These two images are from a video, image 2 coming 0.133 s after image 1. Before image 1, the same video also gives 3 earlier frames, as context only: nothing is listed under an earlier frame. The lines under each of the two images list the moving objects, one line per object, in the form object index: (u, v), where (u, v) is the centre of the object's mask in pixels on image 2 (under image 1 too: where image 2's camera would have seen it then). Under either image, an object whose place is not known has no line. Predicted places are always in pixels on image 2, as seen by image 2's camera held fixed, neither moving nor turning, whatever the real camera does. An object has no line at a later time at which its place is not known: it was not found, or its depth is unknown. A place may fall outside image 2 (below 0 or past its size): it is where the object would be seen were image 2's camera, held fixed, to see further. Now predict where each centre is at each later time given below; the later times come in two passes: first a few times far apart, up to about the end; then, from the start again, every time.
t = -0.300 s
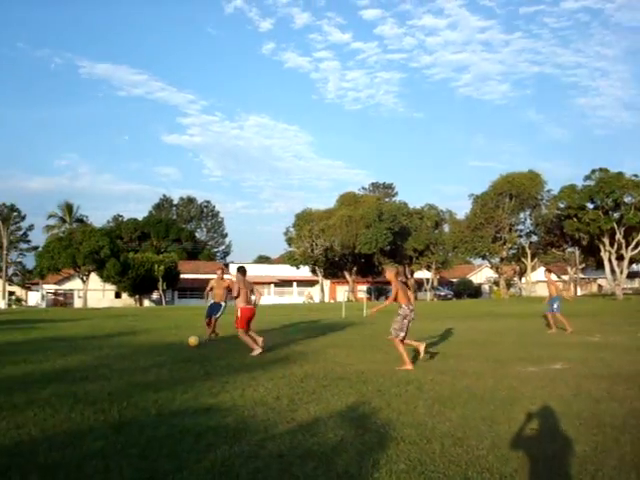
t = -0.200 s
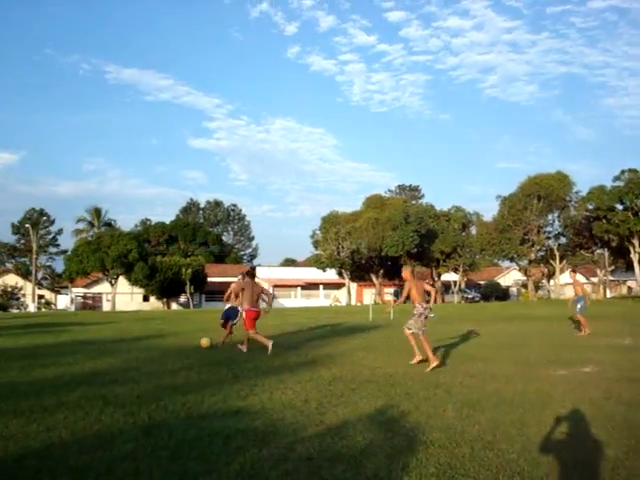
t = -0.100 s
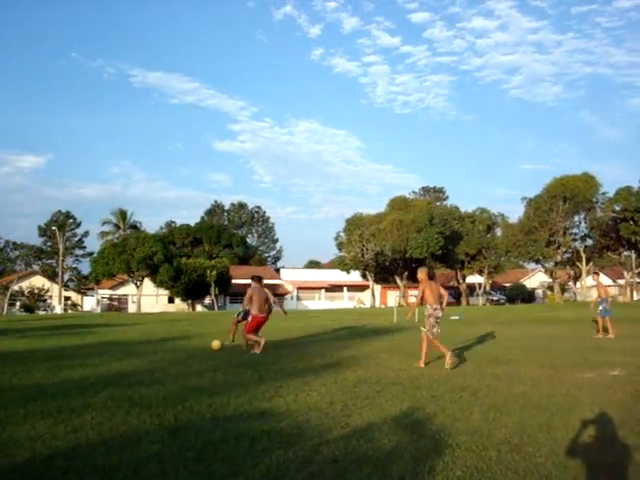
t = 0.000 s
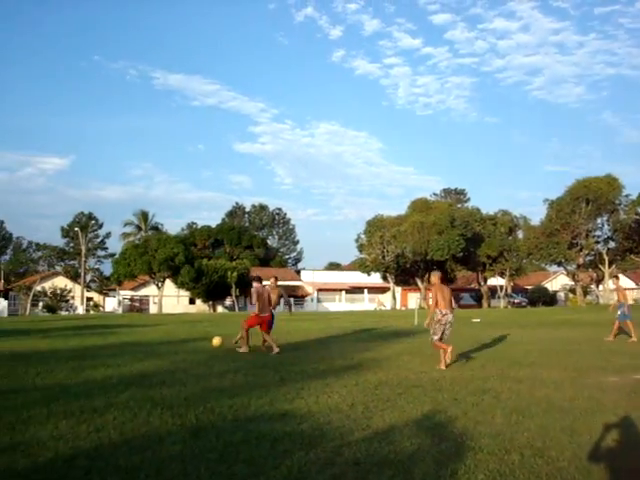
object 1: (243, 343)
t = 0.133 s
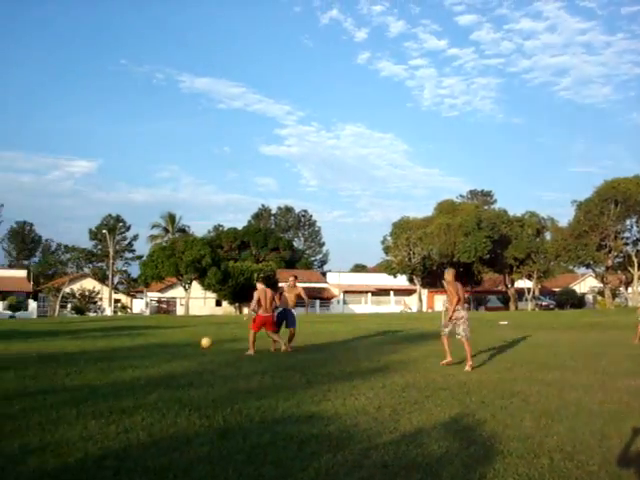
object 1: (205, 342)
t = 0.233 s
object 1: (176, 347)
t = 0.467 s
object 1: (115, 349)
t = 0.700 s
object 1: (56, 351)
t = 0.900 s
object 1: (5, 354)
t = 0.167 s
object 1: (195, 343)
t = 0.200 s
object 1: (186, 345)
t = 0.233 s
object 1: (176, 347)
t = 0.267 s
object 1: (166, 351)
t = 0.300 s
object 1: (156, 352)
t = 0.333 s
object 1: (148, 350)
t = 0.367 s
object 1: (140, 349)
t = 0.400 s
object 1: (132, 348)
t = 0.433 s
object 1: (123, 349)
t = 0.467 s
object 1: (115, 349)
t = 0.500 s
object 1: (107, 350)
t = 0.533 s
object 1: (99, 352)
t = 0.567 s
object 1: (90, 354)
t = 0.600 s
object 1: (82, 353)
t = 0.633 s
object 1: (73, 352)
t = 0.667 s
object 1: (65, 352)
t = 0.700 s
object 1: (56, 351)
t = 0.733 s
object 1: (48, 352)
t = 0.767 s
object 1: (39, 353)
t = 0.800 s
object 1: (30, 354)
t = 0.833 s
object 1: (22, 355)
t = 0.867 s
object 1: (14, 354)
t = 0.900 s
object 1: (5, 354)
